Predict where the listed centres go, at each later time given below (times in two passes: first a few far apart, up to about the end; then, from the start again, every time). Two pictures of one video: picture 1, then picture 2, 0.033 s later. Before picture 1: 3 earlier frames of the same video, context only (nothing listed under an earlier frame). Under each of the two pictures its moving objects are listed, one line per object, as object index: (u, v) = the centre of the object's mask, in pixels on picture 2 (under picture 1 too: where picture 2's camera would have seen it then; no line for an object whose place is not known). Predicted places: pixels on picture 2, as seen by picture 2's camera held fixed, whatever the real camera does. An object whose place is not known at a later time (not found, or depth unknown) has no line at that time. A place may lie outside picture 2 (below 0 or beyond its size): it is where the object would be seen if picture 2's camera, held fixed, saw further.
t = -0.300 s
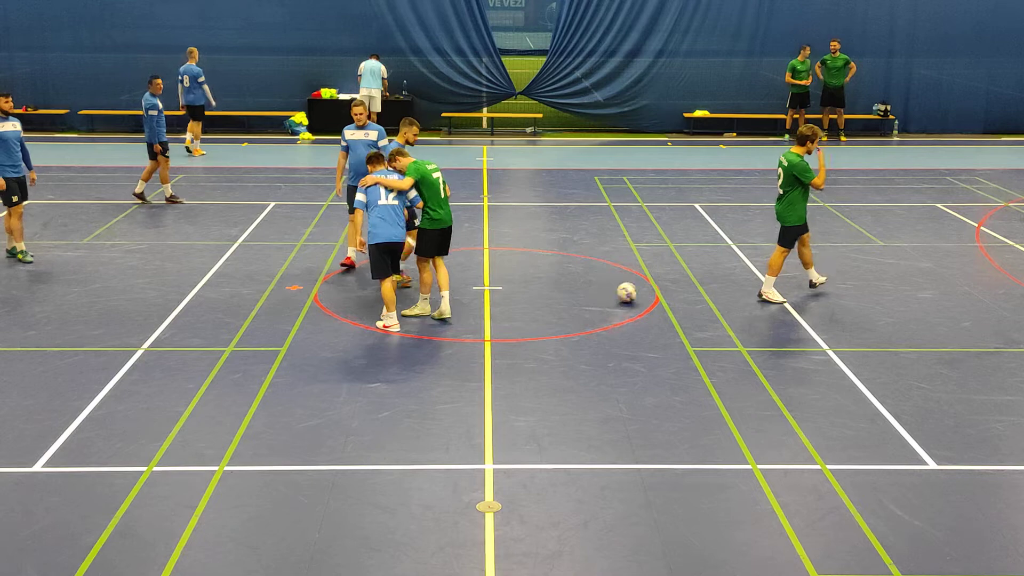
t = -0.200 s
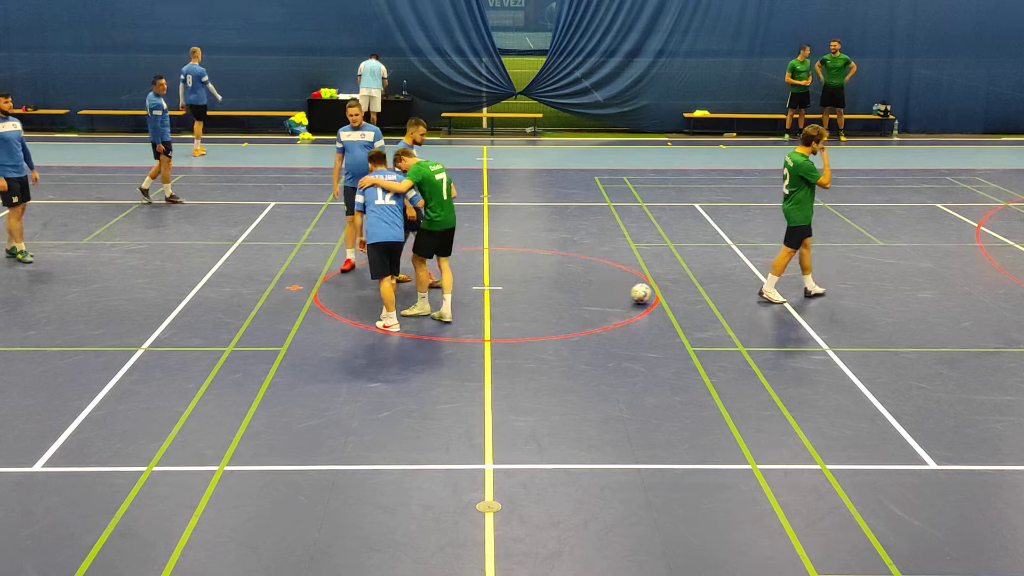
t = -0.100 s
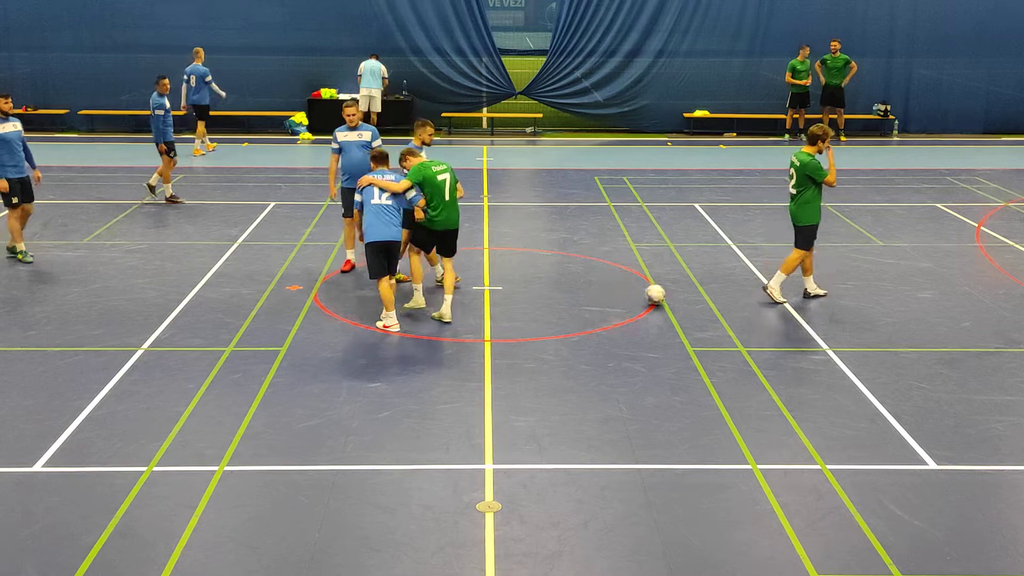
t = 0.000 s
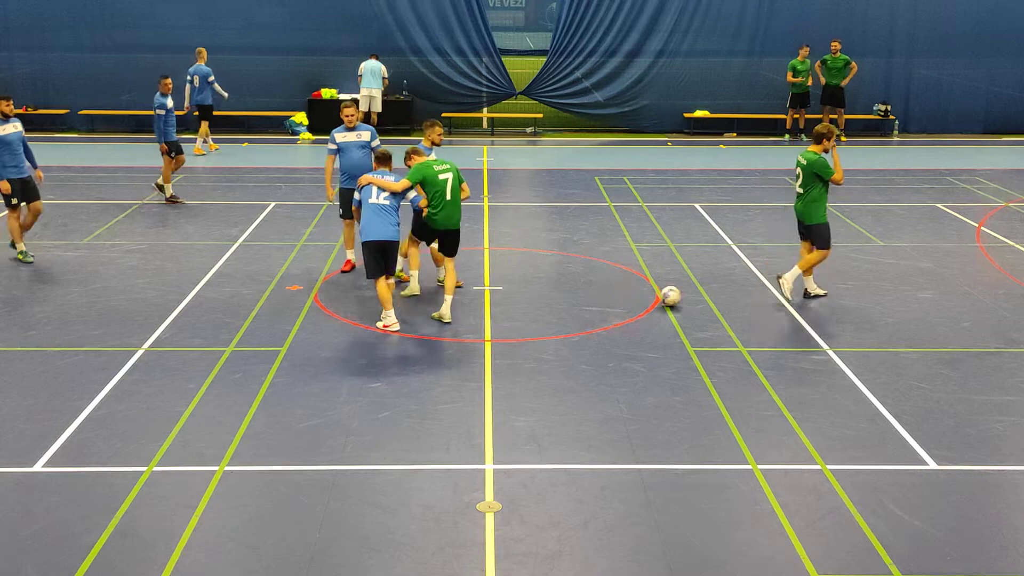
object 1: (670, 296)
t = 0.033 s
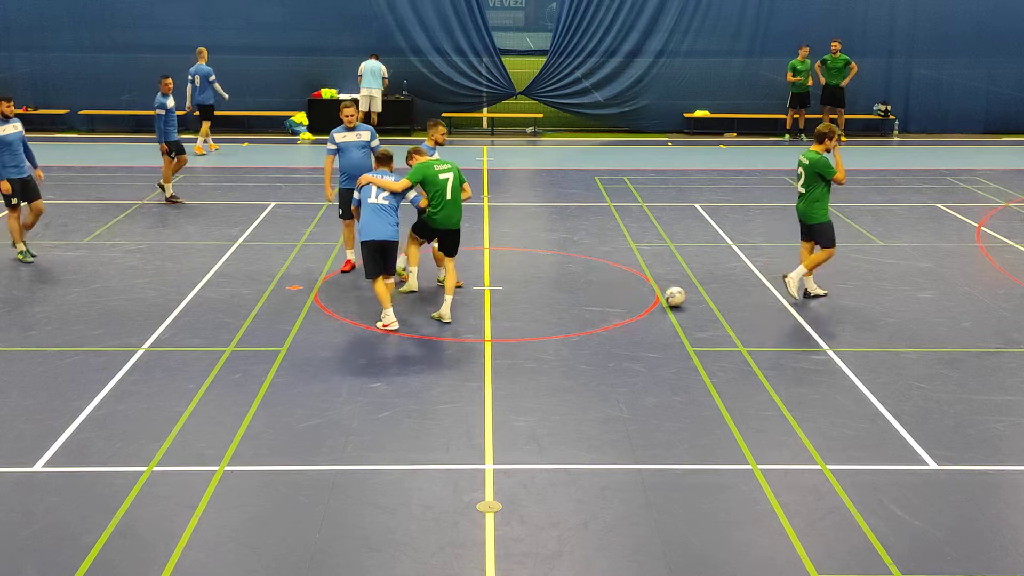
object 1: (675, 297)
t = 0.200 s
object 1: (698, 299)
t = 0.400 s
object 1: (725, 301)
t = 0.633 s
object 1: (757, 304)
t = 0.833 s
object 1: (783, 306)
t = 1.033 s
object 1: (809, 309)
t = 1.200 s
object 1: (831, 311)
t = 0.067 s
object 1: (679, 297)
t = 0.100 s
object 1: (684, 298)
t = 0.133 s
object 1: (688, 298)
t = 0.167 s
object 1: (693, 299)
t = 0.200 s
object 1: (698, 299)
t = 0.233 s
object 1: (702, 299)
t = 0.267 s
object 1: (707, 299)
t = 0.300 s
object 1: (711, 300)
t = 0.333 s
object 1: (716, 300)
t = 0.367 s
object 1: (721, 300)
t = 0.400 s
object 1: (725, 301)
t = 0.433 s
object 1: (730, 301)
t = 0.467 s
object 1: (734, 302)
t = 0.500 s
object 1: (739, 302)
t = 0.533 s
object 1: (743, 303)
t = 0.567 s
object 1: (747, 303)
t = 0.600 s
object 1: (752, 304)
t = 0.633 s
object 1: (757, 304)
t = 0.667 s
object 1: (761, 305)
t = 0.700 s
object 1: (765, 305)
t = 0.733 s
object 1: (769, 305)
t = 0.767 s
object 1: (774, 306)
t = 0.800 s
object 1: (778, 306)
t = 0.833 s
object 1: (783, 306)
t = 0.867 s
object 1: (787, 306)
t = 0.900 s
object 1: (792, 307)
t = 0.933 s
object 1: (796, 307)
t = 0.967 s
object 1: (801, 308)
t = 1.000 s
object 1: (805, 308)
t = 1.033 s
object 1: (809, 309)
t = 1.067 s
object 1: (814, 309)
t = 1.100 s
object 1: (818, 310)
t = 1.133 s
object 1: (822, 310)
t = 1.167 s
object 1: (827, 311)
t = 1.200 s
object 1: (831, 311)
